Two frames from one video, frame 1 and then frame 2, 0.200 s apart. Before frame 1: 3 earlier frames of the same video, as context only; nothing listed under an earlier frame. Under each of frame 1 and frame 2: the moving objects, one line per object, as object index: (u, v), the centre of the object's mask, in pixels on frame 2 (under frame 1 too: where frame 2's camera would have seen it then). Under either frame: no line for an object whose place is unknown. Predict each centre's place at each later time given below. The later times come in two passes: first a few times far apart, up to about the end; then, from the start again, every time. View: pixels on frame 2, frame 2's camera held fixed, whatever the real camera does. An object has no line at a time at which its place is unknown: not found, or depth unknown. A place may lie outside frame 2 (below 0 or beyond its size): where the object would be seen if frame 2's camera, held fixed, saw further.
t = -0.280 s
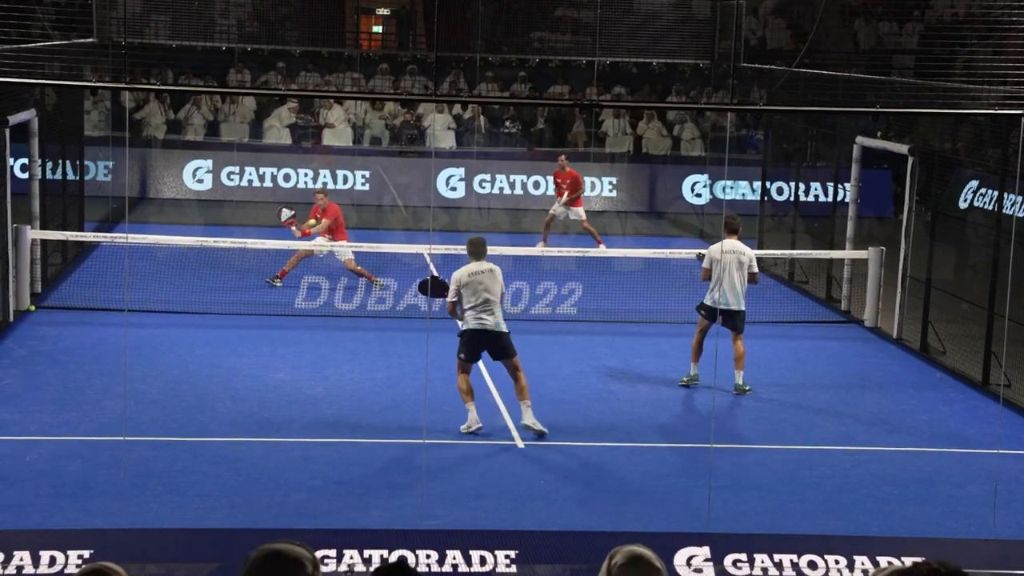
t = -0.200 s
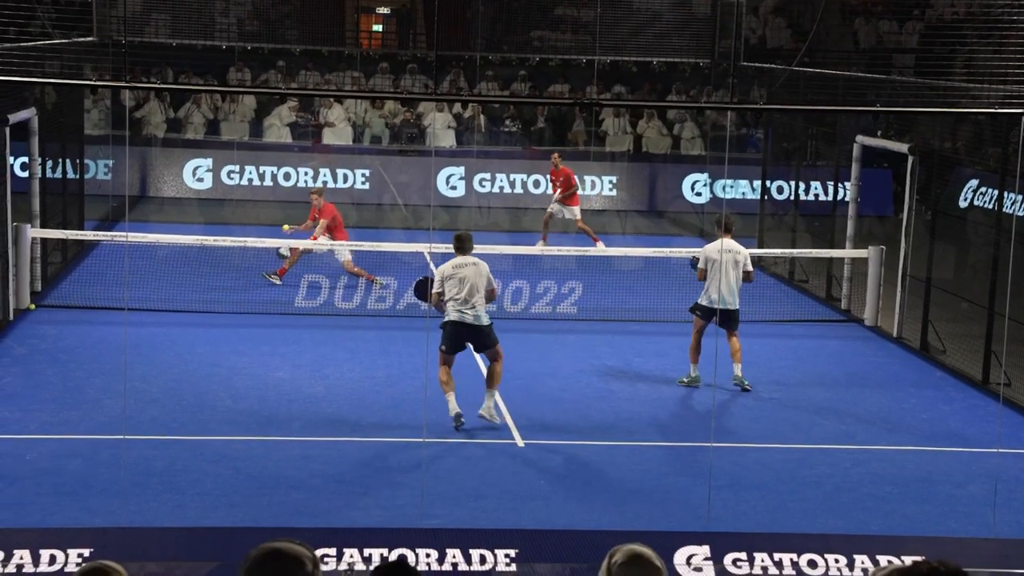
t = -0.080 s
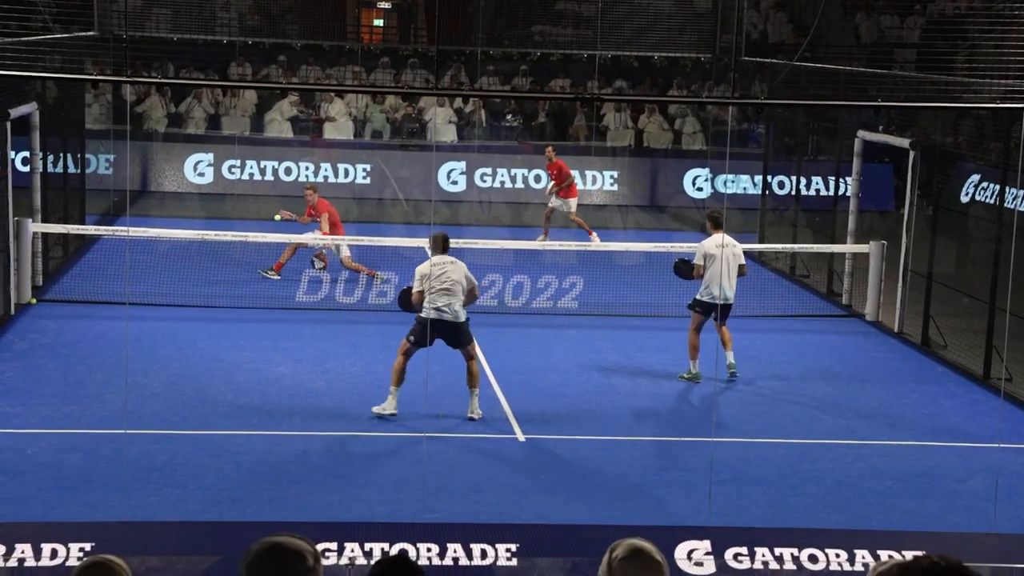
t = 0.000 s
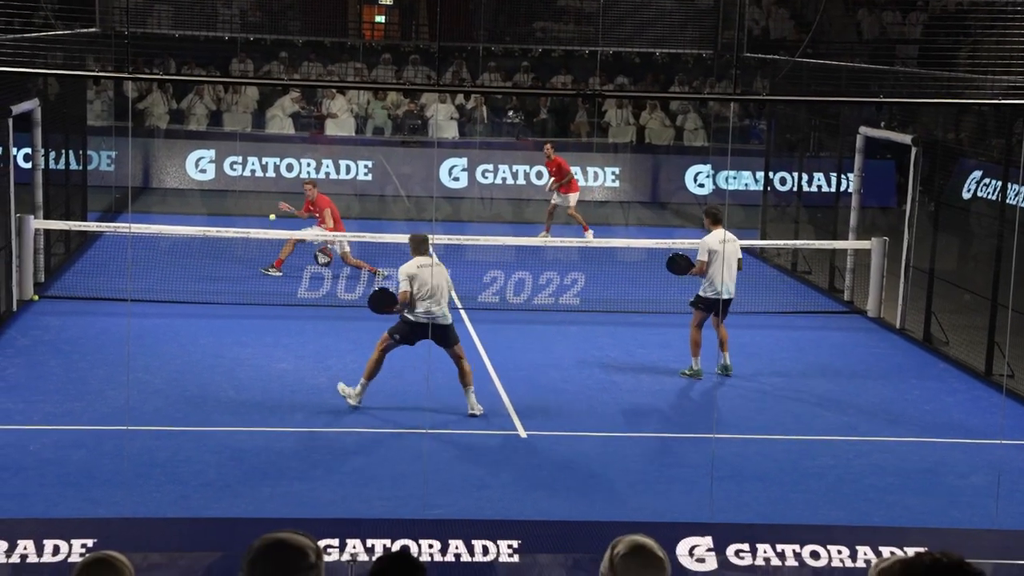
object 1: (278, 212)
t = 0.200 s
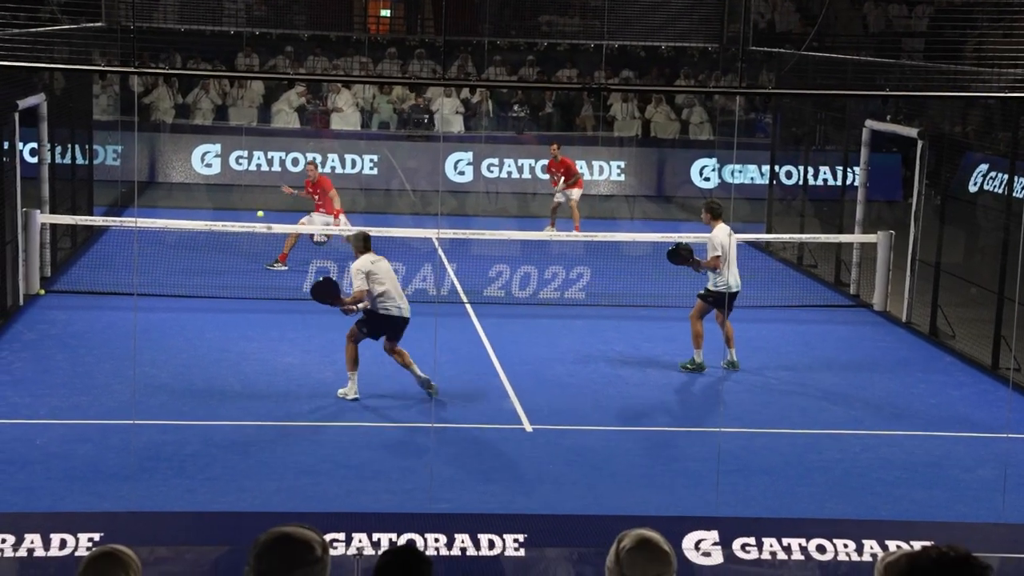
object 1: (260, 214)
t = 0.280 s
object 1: (253, 213)
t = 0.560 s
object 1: (227, 254)
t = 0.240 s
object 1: (257, 213)
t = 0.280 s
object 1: (253, 213)
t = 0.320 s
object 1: (250, 215)
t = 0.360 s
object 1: (246, 218)
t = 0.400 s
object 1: (242, 223)
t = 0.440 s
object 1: (239, 228)
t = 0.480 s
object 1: (235, 235)
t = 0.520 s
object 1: (231, 244)
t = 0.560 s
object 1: (227, 254)
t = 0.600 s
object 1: (223, 265)
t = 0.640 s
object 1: (219, 278)
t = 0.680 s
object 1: (215, 293)
